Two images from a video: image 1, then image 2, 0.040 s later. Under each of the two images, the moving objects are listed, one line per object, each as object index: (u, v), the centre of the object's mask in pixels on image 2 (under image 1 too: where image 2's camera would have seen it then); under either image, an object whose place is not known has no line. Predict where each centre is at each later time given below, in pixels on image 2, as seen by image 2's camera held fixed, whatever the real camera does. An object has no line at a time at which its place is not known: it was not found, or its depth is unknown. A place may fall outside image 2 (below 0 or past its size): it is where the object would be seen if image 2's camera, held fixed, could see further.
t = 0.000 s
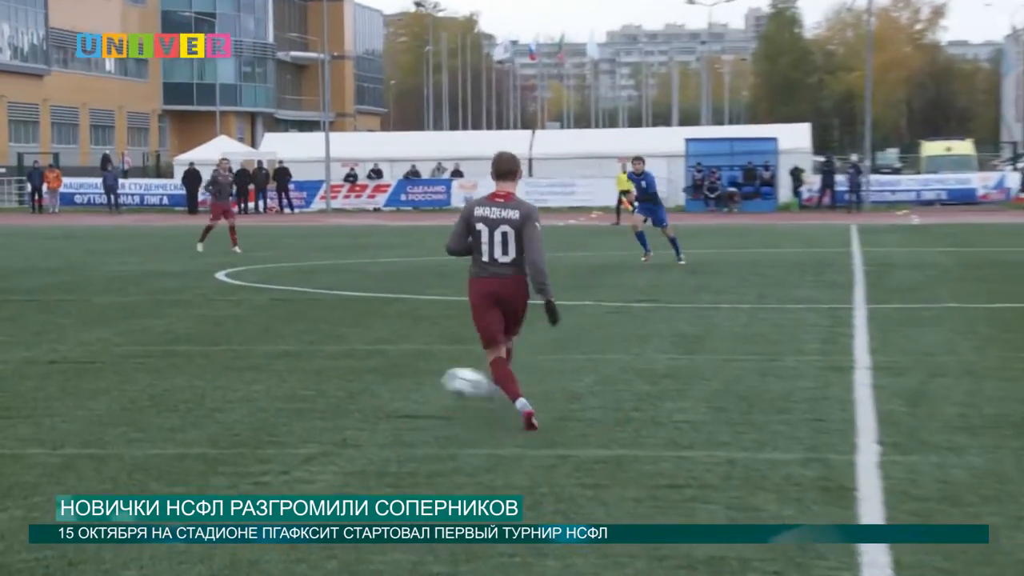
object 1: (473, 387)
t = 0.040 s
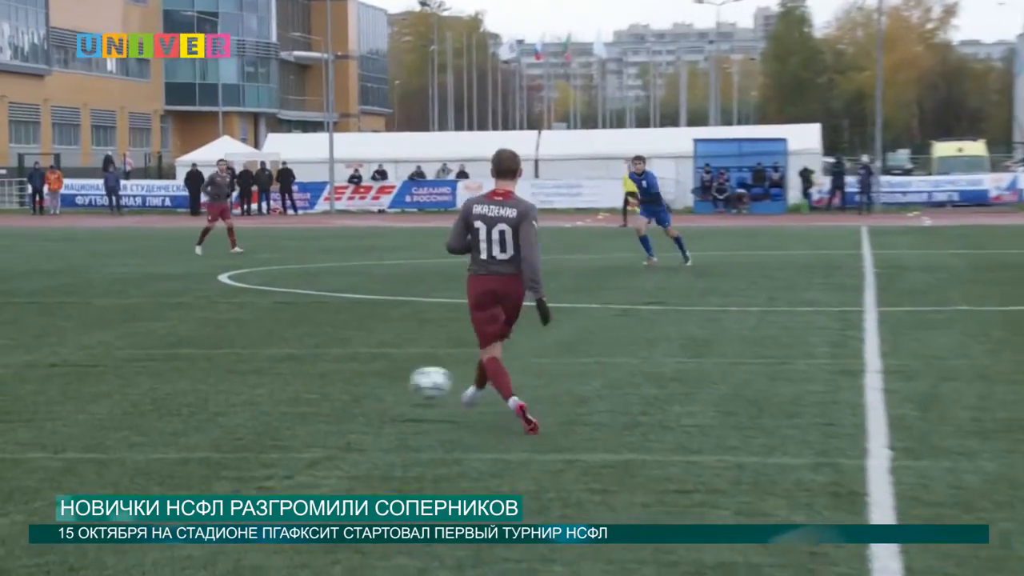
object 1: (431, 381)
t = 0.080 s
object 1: (394, 380)
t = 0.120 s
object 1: (358, 377)
